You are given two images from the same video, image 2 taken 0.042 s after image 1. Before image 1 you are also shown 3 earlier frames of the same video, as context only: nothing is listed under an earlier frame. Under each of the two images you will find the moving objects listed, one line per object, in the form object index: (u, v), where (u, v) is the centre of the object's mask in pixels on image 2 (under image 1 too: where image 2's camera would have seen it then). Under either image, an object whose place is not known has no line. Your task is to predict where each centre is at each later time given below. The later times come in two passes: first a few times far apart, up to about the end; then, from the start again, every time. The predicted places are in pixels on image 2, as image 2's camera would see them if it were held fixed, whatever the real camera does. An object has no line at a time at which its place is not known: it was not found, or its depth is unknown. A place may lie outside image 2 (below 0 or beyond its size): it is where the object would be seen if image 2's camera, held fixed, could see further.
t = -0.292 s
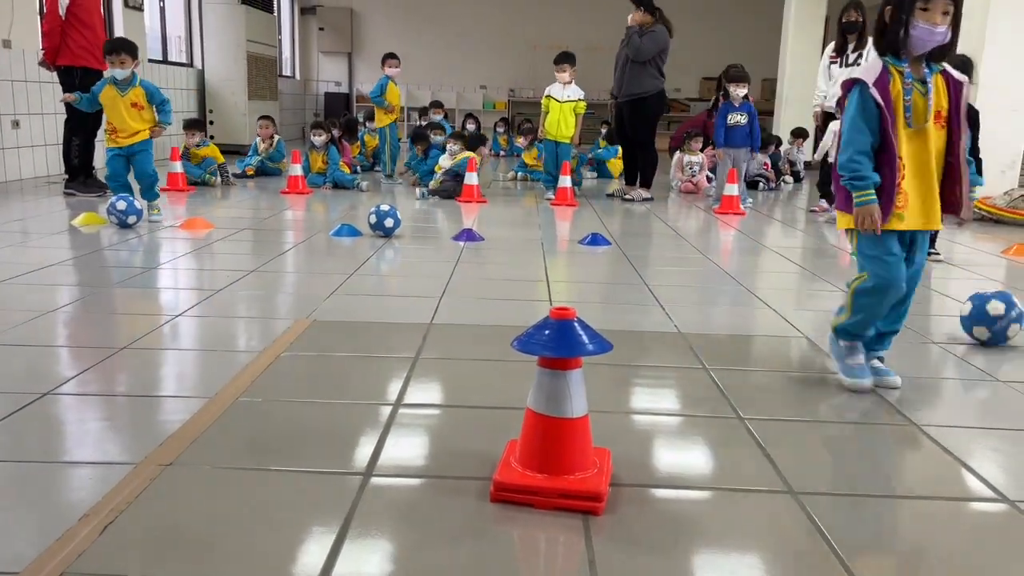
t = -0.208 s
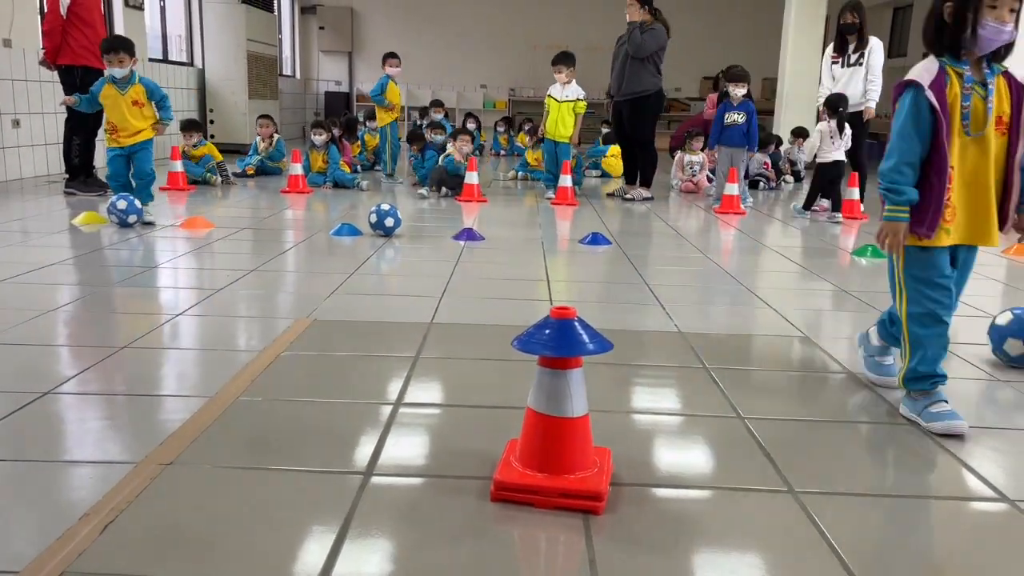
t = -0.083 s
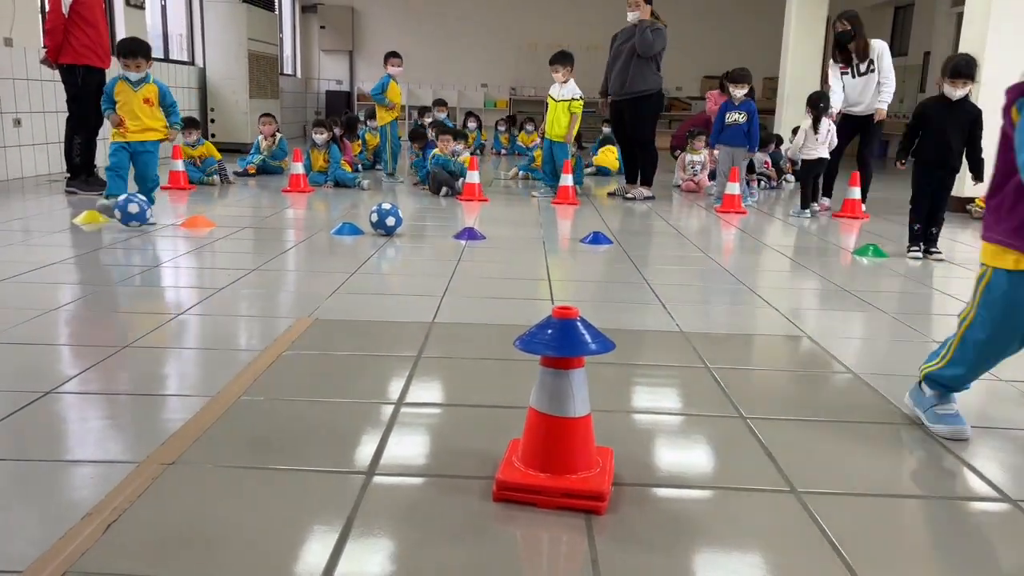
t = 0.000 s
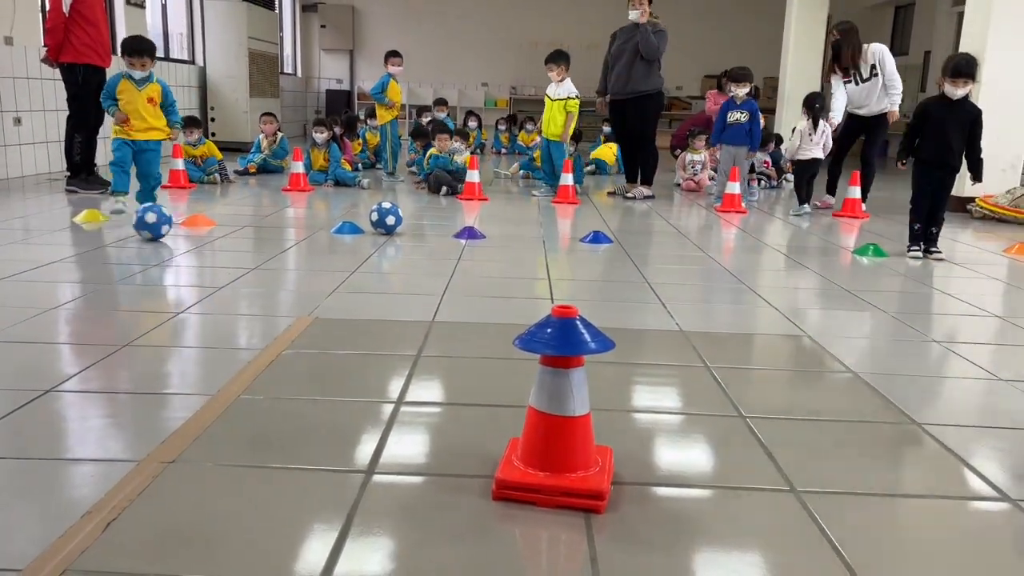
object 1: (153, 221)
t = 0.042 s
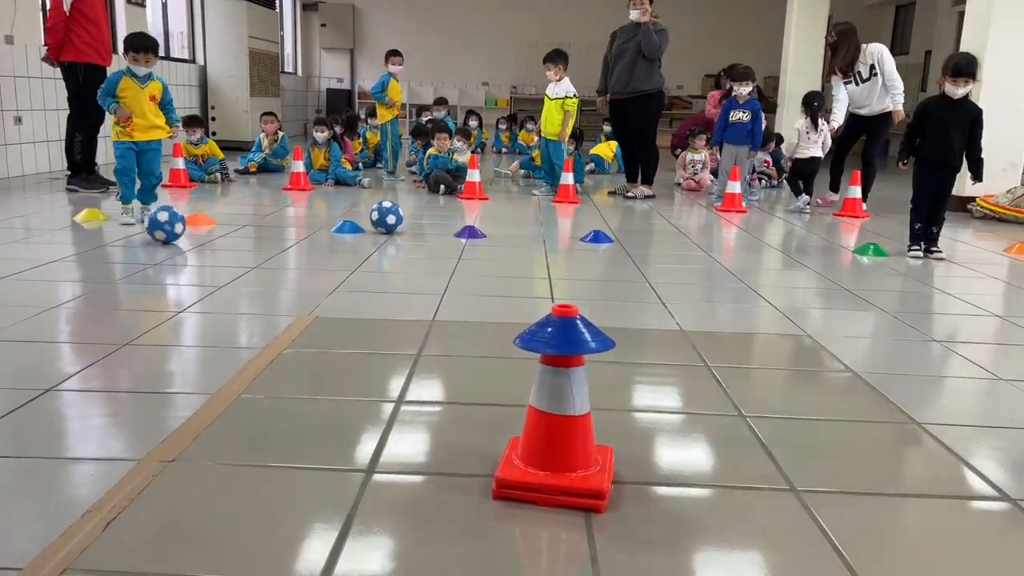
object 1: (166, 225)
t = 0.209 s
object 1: (215, 237)
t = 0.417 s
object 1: (286, 250)
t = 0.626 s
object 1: (354, 263)
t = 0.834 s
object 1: (413, 277)
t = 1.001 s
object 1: (450, 291)
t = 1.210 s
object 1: (498, 307)
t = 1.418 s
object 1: (539, 305)
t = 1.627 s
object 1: (610, 331)
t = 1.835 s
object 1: (653, 344)
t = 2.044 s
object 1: (685, 351)
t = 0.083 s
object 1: (176, 227)
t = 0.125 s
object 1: (187, 230)
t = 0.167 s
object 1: (200, 233)
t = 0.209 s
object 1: (215, 237)
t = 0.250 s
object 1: (228, 239)
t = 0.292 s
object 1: (241, 242)
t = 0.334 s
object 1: (254, 244)
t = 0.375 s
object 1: (270, 248)
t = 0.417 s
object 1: (286, 250)
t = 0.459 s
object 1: (301, 254)
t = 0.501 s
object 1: (314, 255)
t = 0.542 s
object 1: (330, 259)
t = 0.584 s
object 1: (342, 261)
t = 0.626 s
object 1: (354, 263)
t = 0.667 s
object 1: (366, 266)
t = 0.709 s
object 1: (380, 269)
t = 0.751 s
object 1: (392, 272)
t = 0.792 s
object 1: (403, 275)
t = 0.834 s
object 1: (413, 277)
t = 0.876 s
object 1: (424, 282)
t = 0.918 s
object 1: (432, 285)
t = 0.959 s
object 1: (440, 287)
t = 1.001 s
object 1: (450, 291)
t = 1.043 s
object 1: (458, 294)
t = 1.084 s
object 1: (467, 298)
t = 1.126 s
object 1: (477, 300)
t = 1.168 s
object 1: (488, 304)
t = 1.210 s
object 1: (498, 307)
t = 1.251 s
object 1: (506, 309)
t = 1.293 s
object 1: (514, 309)
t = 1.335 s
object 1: (523, 307)
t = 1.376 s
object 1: (531, 306)
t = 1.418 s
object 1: (539, 305)
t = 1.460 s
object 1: (553, 304)
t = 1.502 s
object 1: (576, 306)
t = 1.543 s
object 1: (593, 312)
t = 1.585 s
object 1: (602, 325)
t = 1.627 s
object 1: (610, 331)
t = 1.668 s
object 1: (619, 335)
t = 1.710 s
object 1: (627, 338)
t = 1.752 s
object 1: (636, 341)
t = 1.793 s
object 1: (644, 342)
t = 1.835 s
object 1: (653, 344)
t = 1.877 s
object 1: (659, 345)
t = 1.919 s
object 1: (664, 347)
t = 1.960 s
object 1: (671, 349)
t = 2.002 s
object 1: (679, 350)
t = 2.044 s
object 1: (685, 351)
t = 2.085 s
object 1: (691, 352)
